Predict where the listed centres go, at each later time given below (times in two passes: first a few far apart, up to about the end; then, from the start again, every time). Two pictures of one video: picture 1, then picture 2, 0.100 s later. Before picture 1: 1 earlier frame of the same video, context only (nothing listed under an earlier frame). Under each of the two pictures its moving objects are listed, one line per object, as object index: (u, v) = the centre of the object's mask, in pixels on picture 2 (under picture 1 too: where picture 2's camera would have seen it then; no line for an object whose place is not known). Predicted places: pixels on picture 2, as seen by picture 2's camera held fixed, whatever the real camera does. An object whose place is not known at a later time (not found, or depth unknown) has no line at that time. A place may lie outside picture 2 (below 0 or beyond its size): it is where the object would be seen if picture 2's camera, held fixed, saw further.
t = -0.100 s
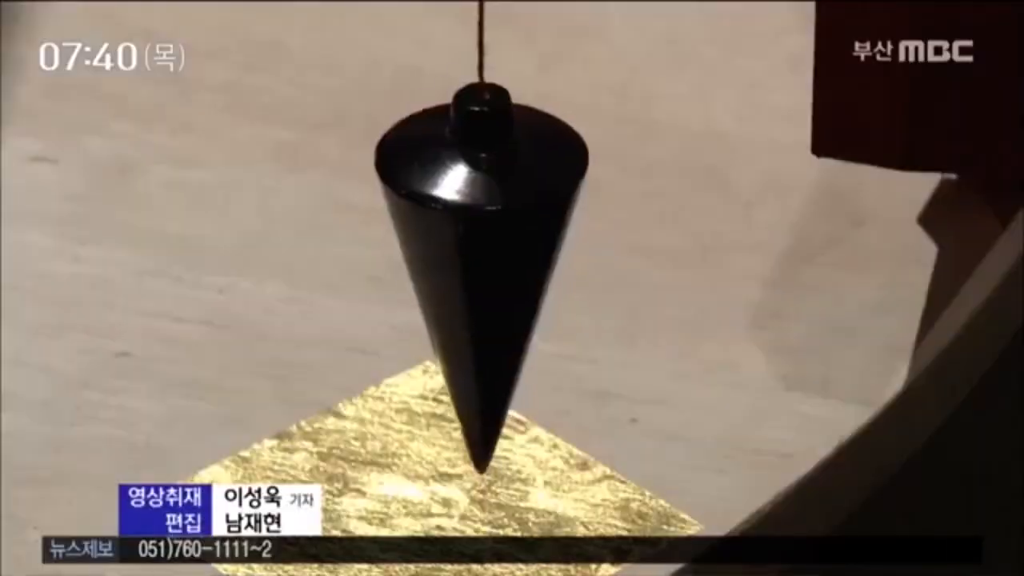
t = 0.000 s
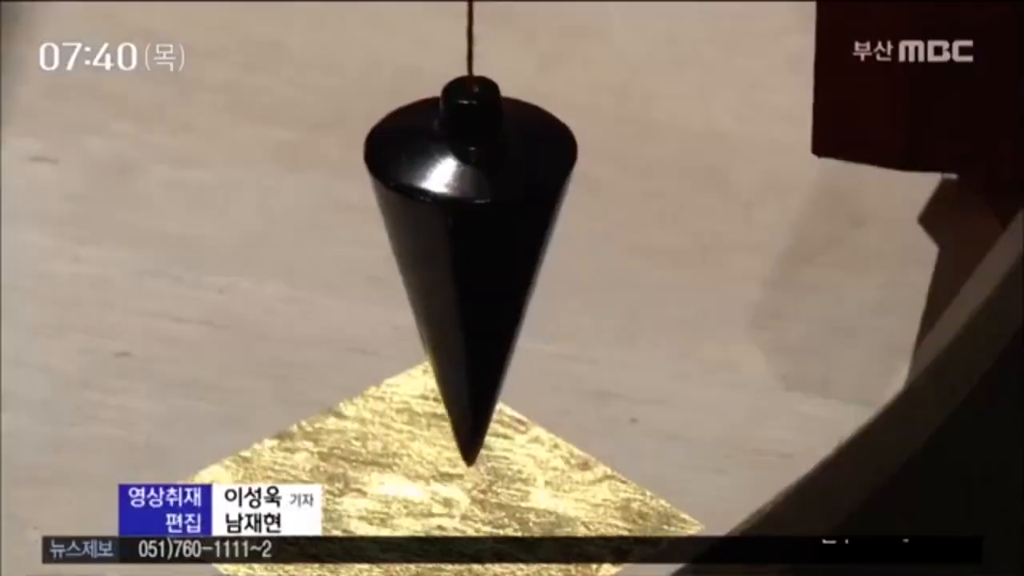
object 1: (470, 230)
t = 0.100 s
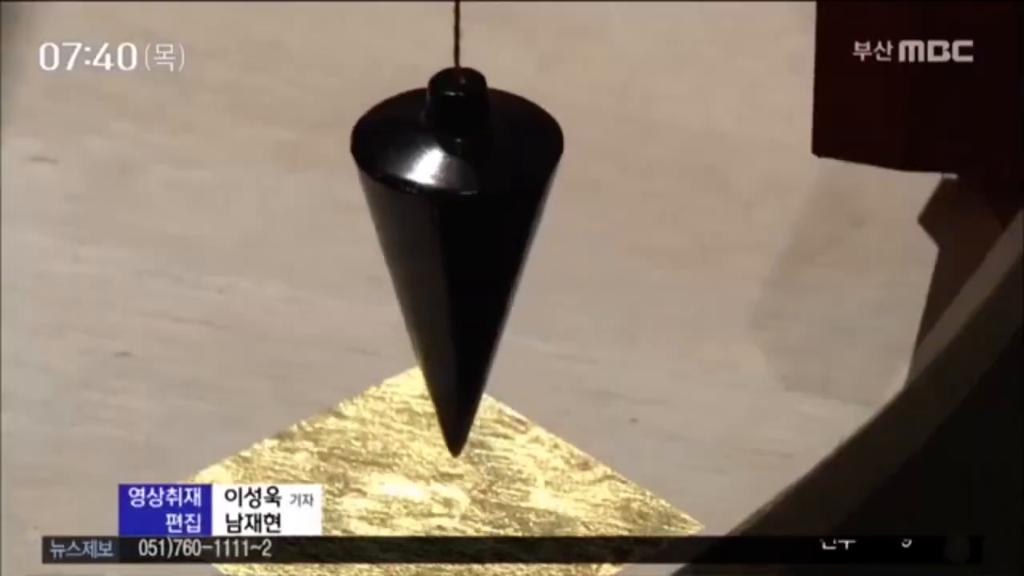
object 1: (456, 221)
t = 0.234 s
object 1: (438, 209)
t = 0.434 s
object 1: (416, 192)
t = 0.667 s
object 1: (408, 183)
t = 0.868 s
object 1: (420, 188)
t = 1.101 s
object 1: (448, 205)
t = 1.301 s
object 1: (475, 224)
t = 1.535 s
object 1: (496, 241)
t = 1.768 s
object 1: (497, 245)
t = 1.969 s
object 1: (480, 238)
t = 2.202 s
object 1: (448, 219)
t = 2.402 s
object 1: (422, 200)
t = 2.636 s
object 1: (408, 186)
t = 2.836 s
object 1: (413, 185)
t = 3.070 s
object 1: (437, 197)
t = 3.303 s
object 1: (470, 217)
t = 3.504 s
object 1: (491, 234)
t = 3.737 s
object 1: (498, 244)
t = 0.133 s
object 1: (451, 218)
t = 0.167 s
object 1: (447, 215)
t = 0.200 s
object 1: (442, 212)
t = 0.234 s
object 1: (438, 209)
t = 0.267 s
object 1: (433, 206)
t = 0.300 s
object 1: (429, 203)
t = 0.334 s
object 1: (426, 200)
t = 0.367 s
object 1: (422, 197)
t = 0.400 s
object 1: (419, 195)
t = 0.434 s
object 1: (416, 192)
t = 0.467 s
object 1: (414, 190)
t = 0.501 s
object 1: (412, 188)
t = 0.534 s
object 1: (410, 186)
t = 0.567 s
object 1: (408, 185)
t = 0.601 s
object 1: (408, 184)
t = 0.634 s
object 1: (408, 183)
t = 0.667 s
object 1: (408, 183)
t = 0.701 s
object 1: (409, 183)
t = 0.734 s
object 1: (410, 184)
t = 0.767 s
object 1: (412, 184)
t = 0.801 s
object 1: (414, 185)
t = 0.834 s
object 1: (417, 186)
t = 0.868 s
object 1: (420, 188)
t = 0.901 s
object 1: (423, 190)
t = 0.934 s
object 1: (427, 192)
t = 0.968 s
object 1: (430, 194)
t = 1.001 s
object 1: (435, 197)
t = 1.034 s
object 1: (439, 200)
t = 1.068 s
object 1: (443, 202)
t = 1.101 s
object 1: (448, 205)
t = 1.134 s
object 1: (452, 208)
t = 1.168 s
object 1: (457, 211)
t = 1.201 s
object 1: (462, 214)
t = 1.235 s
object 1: (466, 218)
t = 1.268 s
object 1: (471, 221)
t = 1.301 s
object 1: (475, 224)
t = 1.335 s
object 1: (479, 226)
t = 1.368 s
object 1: (483, 229)
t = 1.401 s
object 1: (486, 232)
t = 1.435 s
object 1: (489, 235)
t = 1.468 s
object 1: (492, 237)
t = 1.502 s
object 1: (494, 239)
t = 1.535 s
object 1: (496, 241)
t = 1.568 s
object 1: (498, 242)
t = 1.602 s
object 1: (499, 243)
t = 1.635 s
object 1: (499, 245)
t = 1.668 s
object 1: (499, 245)
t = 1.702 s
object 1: (499, 245)
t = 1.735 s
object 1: (498, 246)
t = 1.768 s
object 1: (497, 245)
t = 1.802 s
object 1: (495, 245)
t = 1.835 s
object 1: (493, 244)
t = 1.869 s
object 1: (490, 243)
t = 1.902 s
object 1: (487, 241)
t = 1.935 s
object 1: (484, 240)
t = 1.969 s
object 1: (480, 238)
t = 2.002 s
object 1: (476, 236)
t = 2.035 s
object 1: (471, 233)
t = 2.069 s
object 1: (467, 230)
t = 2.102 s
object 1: (462, 228)
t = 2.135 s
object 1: (457, 225)
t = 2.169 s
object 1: (453, 222)
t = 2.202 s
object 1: (448, 219)
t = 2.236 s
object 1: (443, 216)
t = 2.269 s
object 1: (438, 212)
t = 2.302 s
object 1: (434, 210)
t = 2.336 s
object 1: (430, 207)
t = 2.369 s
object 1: (426, 204)
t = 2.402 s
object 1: (422, 200)
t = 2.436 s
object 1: (419, 198)
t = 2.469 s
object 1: (416, 195)
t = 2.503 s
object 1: (413, 193)
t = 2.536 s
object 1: (411, 191)
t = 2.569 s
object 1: (410, 189)
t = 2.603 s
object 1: (408, 187)
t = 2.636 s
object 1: (408, 186)
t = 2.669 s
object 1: (407, 185)
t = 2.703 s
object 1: (407, 185)
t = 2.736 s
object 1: (408, 184)
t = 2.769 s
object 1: (409, 184)
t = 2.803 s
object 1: (411, 184)
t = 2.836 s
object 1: (413, 185)
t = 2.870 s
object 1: (415, 186)
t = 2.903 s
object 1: (418, 187)
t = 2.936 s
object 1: (422, 189)
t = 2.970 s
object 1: (425, 190)
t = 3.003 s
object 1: (429, 192)
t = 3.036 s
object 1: (433, 195)
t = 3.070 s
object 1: (437, 197)
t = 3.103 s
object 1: (442, 200)
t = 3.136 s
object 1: (447, 202)
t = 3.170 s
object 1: (451, 205)
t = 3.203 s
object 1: (456, 208)
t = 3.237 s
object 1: (461, 211)
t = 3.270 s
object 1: (465, 214)
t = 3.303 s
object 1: (470, 217)
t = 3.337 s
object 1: (474, 220)
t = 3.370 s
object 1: (478, 223)
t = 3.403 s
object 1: (482, 226)
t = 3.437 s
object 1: (485, 229)
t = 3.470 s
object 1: (489, 231)
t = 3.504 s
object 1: (491, 234)
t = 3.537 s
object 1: (494, 236)
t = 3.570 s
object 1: (495, 238)
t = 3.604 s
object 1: (497, 240)
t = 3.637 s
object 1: (498, 241)
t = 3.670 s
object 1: (498, 243)
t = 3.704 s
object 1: (498, 243)
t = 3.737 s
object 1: (498, 244)
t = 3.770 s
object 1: (497, 244)
